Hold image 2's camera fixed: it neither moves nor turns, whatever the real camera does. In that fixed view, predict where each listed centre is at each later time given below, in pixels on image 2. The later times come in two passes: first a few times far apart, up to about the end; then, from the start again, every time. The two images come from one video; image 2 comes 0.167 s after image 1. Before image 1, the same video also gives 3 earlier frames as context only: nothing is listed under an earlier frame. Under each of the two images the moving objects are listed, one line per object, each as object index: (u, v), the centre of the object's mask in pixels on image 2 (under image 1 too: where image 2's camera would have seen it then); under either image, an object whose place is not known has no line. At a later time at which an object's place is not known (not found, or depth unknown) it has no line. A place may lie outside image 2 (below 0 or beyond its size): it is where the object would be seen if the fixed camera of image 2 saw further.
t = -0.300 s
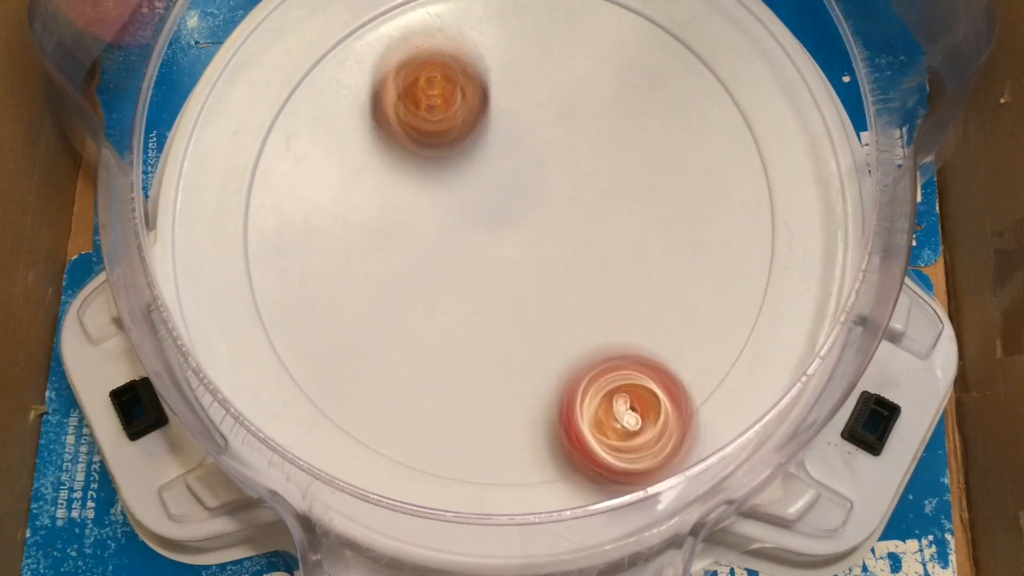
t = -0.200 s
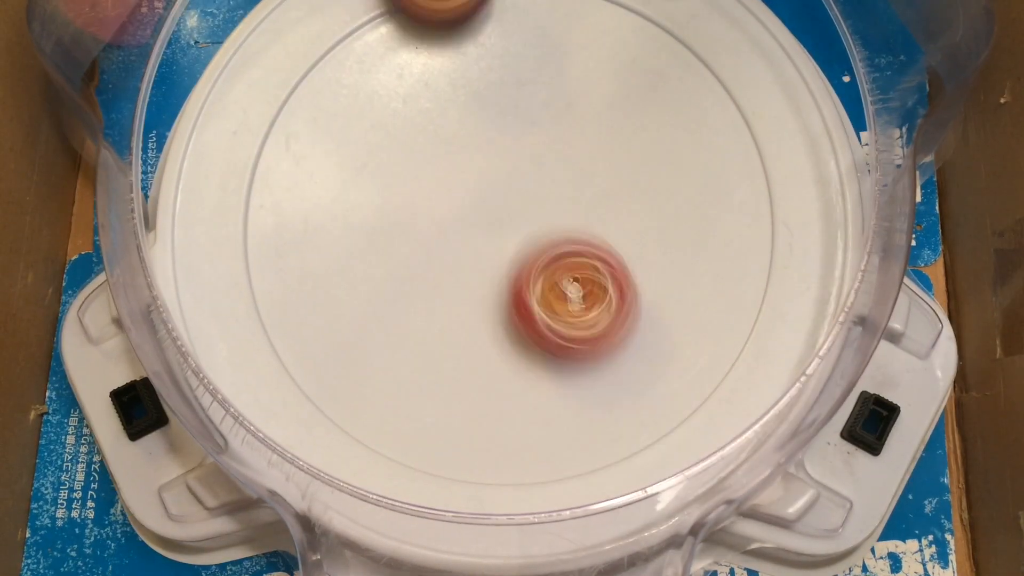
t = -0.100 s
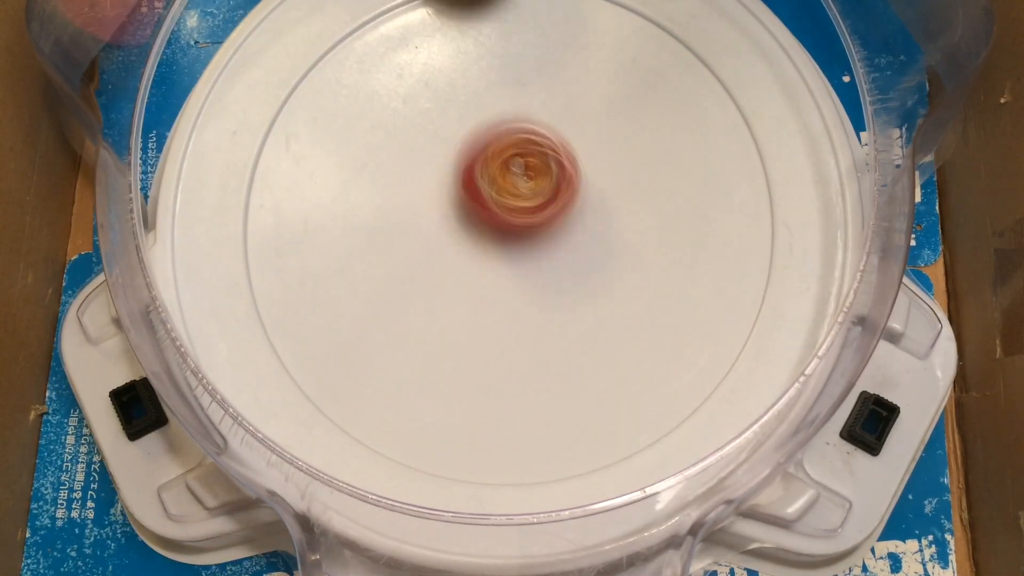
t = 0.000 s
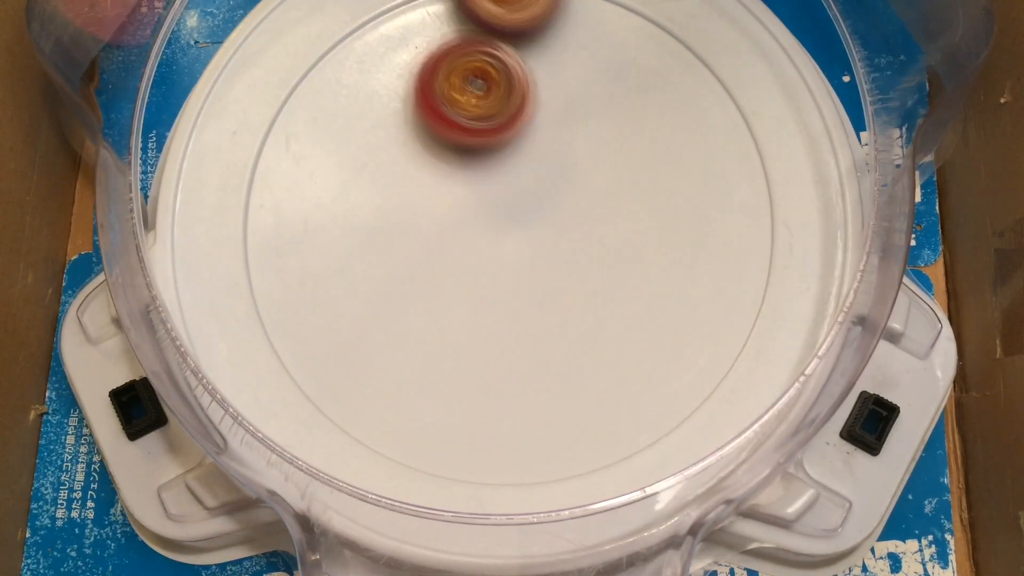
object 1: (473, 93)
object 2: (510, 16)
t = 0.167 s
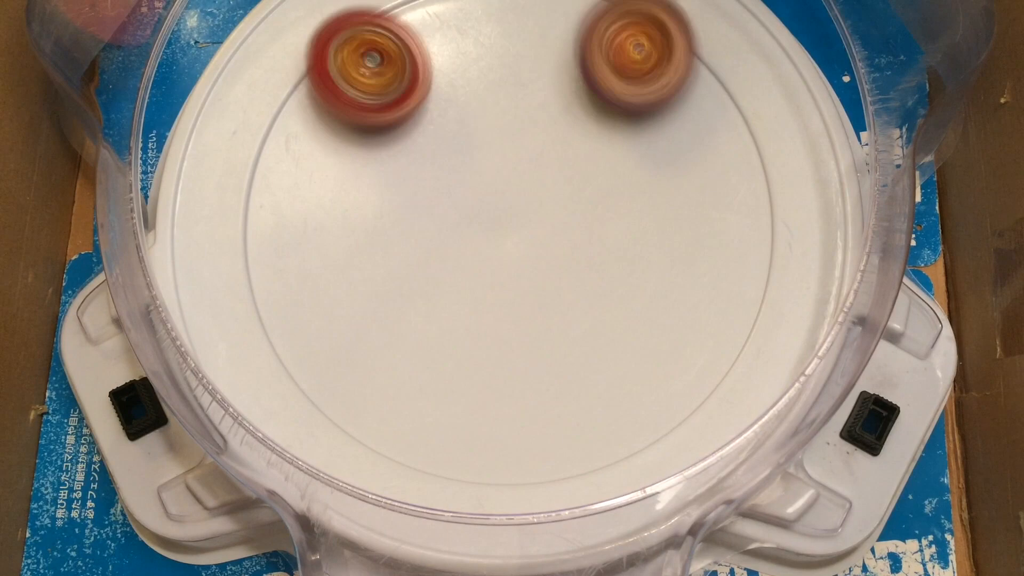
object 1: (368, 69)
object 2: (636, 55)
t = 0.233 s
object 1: (357, 86)
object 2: (661, 99)
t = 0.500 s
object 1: (421, 211)
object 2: (587, 292)
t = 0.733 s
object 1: (506, 190)
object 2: (474, 406)
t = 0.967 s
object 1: (567, 147)
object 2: (471, 321)
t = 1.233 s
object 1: (591, 111)
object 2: (486, 222)
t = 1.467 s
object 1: (564, 113)
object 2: (530, 335)
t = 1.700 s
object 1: (538, 158)
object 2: (650, 385)
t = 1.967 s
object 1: (492, 312)
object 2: (684, 177)
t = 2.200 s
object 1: (485, 359)
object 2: (385, 139)
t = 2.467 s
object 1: (500, 297)
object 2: (312, 366)
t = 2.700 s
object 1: (458, 220)
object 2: (625, 404)
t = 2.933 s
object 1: (379, 157)
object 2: (656, 106)
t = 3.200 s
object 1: (388, 176)
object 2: (283, 47)
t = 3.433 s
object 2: (315, 301)
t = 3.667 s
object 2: (649, 313)
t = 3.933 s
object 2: (673, 50)
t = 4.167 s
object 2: (400, 67)
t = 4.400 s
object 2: (374, 319)
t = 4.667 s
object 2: (613, 398)
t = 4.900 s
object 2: (678, 183)
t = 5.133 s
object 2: (462, 80)
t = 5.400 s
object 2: (288, 232)
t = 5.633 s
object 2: (444, 399)
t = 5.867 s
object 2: (645, 243)
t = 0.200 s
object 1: (361, 76)
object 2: (651, 74)
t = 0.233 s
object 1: (357, 86)
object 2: (661, 99)
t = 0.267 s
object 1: (357, 99)
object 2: (667, 124)
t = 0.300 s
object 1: (359, 113)
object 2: (668, 151)
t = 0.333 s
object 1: (363, 129)
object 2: (664, 177)
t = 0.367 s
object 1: (372, 147)
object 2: (655, 204)
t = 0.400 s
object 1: (382, 163)
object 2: (642, 231)
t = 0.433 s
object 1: (395, 181)
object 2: (626, 254)
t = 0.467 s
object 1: (408, 195)
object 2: (607, 274)
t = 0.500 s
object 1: (421, 211)
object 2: (587, 292)
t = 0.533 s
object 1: (434, 222)
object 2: (566, 306)
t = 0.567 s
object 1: (447, 233)
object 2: (545, 317)
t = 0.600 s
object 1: (457, 235)
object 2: (524, 329)
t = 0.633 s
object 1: (469, 225)
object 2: (509, 357)
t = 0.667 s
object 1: (480, 213)
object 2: (496, 377)
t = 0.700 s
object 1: (493, 201)
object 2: (485, 394)
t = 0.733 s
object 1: (506, 190)
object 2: (474, 406)
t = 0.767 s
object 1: (518, 181)
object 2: (465, 411)
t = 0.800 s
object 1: (530, 173)
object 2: (460, 409)
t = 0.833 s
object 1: (539, 166)
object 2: (456, 402)
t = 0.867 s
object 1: (548, 159)
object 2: (456, 390)
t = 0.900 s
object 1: (557, 154)
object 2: (459, 370)
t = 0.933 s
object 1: (563, 150)
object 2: (463, 350)
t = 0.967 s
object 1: (567, 147)
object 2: (471, 321)
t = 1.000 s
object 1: (570, 144)
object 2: (479, 296)
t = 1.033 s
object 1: (572, 143)
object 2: (489, 271)
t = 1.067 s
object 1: (573, 141)
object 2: (500, 244)
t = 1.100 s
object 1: (581, 129)
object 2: (495, 234)
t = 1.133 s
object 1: (590, 118)
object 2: (490, 229)
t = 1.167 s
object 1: (595, 112)
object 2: (486, 225)
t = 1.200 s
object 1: (595, 110)
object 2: (485, 223)
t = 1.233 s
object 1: (591, 111)
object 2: (486, 222)
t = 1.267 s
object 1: (583, 114)
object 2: (491, 224)
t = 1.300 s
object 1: (575, 118)
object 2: (498, 228)
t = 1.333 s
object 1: (568, 122)
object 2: (507, 235)
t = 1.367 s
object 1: (560, 127)
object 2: (516, 250)
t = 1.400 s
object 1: (562, 120)
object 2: (518, 280)
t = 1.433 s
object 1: (563, 115)
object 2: (523, 308)
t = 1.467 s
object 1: (564, 113)
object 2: (530, 335)
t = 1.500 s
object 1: (563, 113)
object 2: (542, 358)
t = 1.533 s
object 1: (560, 115)
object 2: (557, 377)
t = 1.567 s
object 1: (558, 119)
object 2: (574, 392)
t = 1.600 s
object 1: (553, 125)
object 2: (593, 399)
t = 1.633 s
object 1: (549, 134)
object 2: (611, 401)
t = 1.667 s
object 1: (544, 144)
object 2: (630, 396)
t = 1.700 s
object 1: (538, 158)
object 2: (650, 385)
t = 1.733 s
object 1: (532, 175)
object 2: (669, 370)
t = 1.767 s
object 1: (526, 191)
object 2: (686, 354)
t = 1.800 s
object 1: (520, 211)
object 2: (704, 331)
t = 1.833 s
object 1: (513, 233)
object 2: (719, 301)
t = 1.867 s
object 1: (508, 253)
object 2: (725, 271)
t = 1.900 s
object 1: (502, 273)
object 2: (722, 238)
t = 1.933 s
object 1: (497, 294)
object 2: (709, 206)
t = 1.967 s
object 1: (492, 312)
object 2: (684, 177)
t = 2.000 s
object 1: (488, 327)
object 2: (652, 153)
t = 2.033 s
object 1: (485, 339)
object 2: (615, 136)
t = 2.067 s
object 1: (482, 349)
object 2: (566, 124)
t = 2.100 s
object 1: (482, 356)
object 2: (520, 118)
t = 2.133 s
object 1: (482, 359)
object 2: (478, 119)
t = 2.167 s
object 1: (484, 360)
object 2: (432, 125)
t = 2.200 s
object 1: (485, 359)
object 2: (385, 139)
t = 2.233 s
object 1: (487, 356)
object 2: (345, 155)
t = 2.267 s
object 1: (489, 351)
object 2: (309, 178)
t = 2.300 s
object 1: (493, 344)
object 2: (278, 209)
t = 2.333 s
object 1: (495, 336)
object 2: (253, 242)
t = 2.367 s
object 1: (498, 327)
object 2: (253, 271)
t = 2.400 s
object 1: (499, 317)
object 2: (267, 301)
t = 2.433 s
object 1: (500, 307)
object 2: (287, 337)
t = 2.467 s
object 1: (500, 297)
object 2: (312, 366)
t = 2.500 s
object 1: (499, 288)
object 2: (341, 395)
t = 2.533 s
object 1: (496, 278)
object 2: (381, 423)
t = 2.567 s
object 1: (491, 267)
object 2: (426, 438)
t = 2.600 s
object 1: (486, 255)
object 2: (474, 448)
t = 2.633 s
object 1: (478, 244)
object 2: (530, 445)
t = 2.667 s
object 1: (469, 232)
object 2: (578, 430)
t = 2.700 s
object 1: (458, 220)
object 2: (625, 404)
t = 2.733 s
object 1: (447, 209)
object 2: (660, 368)
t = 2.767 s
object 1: (436, 197)
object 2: (685, 328)
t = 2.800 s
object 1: (425, 187)
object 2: (698, 286)
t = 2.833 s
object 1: (412, 178)
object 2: (702, 239)
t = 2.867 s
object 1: (400, 170)
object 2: (695, 191)
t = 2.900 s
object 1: (388, 162)
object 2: (682, 147)
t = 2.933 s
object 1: (379, 157)
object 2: (656, 106)
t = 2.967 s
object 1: (373, 154)
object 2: (624, 70)
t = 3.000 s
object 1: (368, 153)
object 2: (584, 44)
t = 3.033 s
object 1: (365, 155)
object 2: (539, 31)
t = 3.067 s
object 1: (364, 158)
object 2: (487, 25)
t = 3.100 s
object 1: (367, 161)
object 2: (433, 22)
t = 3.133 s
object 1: (372, 165)
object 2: (380, 24)
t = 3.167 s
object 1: (380, 170)
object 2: (329, 34)
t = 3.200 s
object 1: (388, 176)
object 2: (283, 47)
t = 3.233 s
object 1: (398, 181)
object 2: (239, 71)
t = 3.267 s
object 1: (409, 185)
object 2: (207, 105)
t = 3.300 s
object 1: (421, 188)
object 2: (194, 148)
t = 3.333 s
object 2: (213, 184)
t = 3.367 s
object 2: (242, 224)
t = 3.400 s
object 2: (277, 265)
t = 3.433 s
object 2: (315, 301)
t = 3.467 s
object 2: (361, 329)
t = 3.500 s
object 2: (406, 350)
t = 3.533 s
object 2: (456, 359)
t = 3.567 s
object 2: (507, 361)
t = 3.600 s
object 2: (558, 352)
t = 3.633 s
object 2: (608, 336)
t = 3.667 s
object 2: (649, 313)
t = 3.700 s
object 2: (685, 282)
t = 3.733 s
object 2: (711, 248)
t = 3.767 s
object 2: (728, 210)
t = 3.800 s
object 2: (740, 171)
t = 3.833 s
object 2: (740, 134)
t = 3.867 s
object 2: (729, 98)
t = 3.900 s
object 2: (708, 68)
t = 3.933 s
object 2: (673, 50)
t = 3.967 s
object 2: (635, 40)
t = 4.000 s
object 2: (596, 29)
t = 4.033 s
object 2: (550, 27)
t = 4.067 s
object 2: (510, 28)
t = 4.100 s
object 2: (469, 35)
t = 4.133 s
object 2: (433, 47)
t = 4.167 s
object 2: (400, 67)
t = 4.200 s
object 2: (373, 100)
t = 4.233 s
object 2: (355, 133)
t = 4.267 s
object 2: (344, 172)
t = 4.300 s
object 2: (340, 211)
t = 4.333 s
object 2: (346, 247)
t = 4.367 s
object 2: (356, 286)
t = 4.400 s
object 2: (374, 319)
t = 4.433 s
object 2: (396, 350)
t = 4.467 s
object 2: (419, 372)
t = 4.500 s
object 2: (449, 391)
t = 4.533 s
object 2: (479, 407)
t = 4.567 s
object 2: (512, 413)
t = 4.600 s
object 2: (549, 415)
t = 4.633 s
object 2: (580, 410)
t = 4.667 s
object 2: (613, 398)
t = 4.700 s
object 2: (645, 379)
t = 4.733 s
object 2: (669, 355)
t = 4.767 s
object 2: (686, 326)
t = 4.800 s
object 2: (700, 289)
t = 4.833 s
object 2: (701, 253)
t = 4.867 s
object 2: (693, 218)
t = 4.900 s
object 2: (678, 183)
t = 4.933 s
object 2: (658, 154)
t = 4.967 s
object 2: (631, 127)
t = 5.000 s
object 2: (596, 106)
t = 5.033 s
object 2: (565, 92)
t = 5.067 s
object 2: (530, 83)
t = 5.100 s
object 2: (494, 79)
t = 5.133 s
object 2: (462, 80)
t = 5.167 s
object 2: (431, 86)
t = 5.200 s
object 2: (400, 98)
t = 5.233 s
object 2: (373, 111)
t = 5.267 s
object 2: (349, 129)
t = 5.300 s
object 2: (327, 151)
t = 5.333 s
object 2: (309, 174)
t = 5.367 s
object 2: (296, 201)
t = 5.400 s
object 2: (288, 232)
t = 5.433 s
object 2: (285, 262)
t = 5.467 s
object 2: (291, 295)
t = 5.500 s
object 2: (307, 329)
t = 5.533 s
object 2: (332, 357)
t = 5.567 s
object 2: (361, 376)
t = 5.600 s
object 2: (402, 393)
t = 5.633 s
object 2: (444, 399)
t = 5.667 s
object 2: (483, 394)
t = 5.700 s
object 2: (525, 381)
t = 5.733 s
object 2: (562, 362)
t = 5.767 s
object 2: (591, 337)
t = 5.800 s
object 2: (613, 310)
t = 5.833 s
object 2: (633, 276)
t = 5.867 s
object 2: (645, 243)
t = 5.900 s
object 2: (651, 211)
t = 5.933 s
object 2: (650, 181)
